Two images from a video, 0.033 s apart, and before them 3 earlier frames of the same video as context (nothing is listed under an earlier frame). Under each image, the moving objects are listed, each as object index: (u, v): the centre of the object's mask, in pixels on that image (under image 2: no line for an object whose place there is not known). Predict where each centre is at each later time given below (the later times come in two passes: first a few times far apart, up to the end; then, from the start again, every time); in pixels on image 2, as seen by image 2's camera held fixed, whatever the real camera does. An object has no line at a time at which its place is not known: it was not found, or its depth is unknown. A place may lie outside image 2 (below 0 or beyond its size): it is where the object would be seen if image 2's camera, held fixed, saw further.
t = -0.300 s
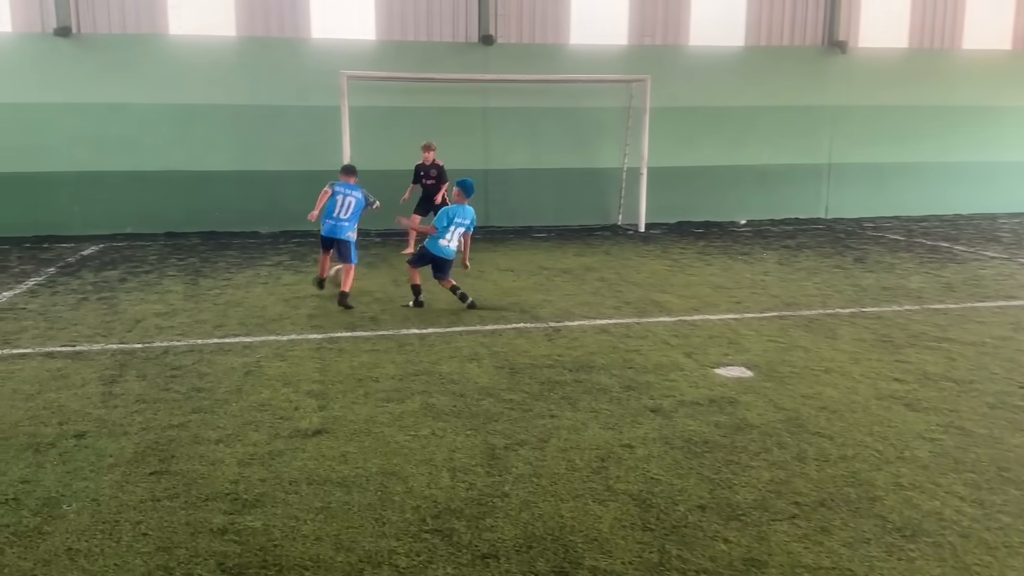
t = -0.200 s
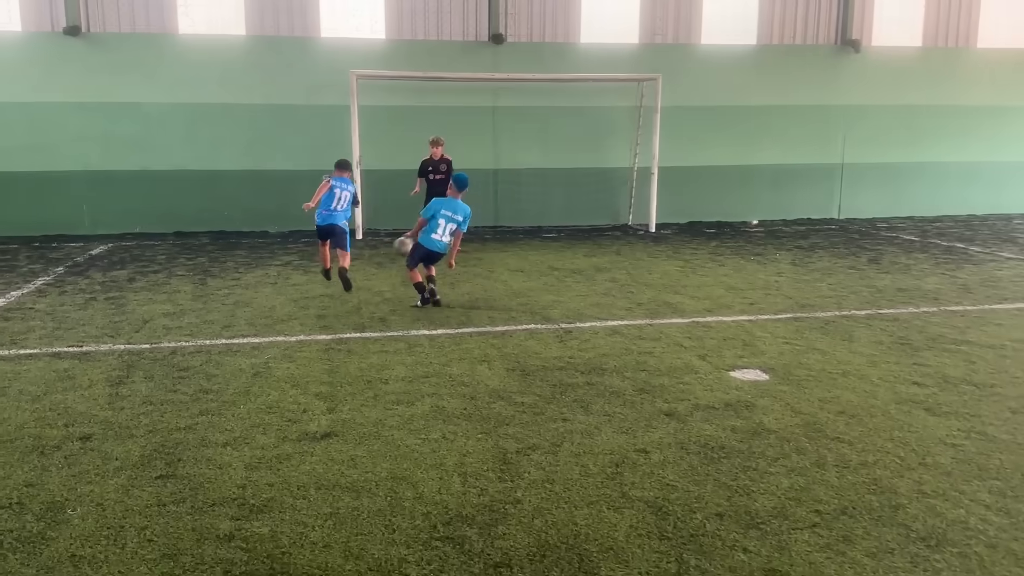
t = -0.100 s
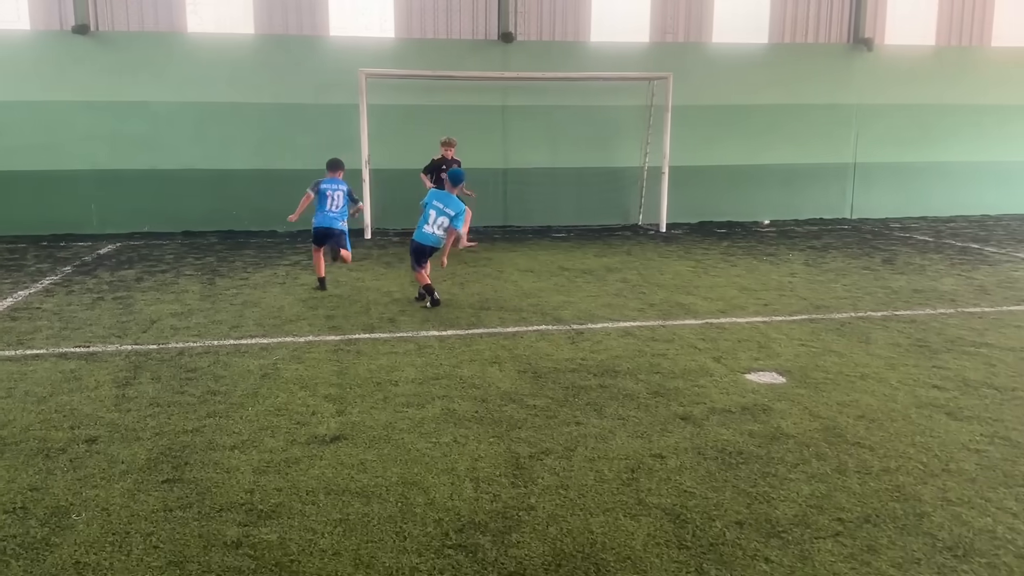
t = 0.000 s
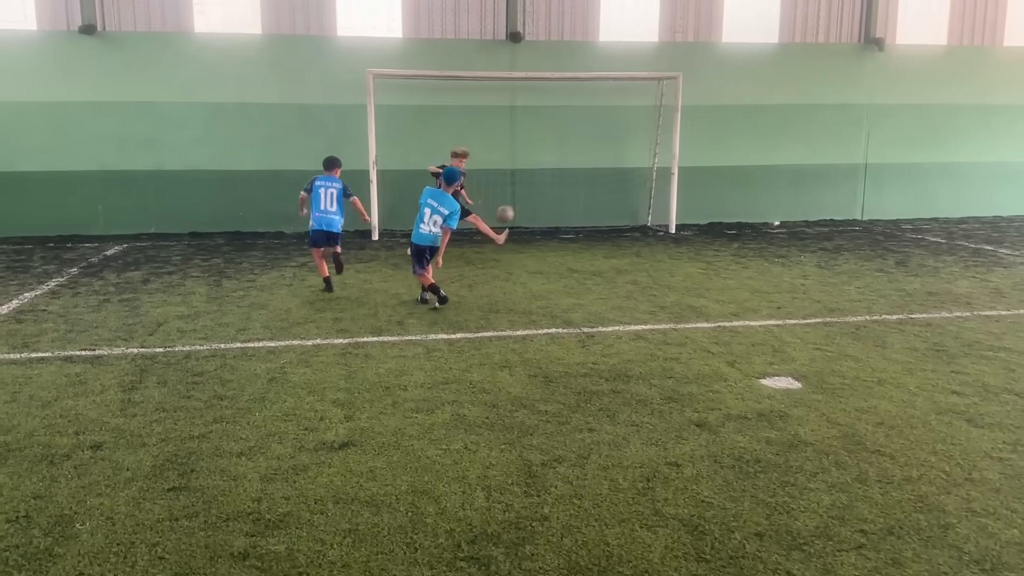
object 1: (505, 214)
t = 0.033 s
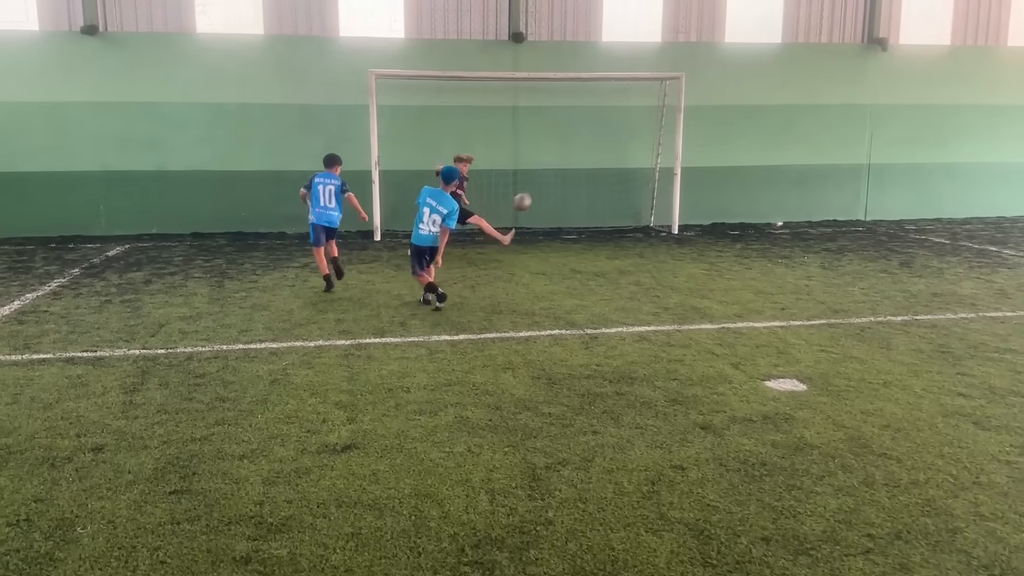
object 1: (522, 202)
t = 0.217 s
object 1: (605, 149)
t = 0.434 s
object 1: (699, 121)
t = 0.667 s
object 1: (797, 134)
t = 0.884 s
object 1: (880, 186)
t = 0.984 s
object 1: (914, 221)
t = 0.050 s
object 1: (530, 196)
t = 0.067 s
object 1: (537, 190)
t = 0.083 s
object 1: (545, 185)
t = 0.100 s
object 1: (552, 179)
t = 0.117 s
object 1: (559, 175)
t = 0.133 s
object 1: (568, 170)
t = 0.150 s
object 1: (575, 165)
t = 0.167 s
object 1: (582, 160)
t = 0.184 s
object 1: (590, 156)
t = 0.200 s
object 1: (598, 153)
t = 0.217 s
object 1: (605, 149)
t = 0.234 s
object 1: (612, 145)
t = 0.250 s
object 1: (620, 142)
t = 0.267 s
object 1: (628, 139)
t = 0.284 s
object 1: (634, 136)
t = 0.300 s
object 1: (642, 133)
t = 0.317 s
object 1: (649, 131)
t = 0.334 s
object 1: (656, 129)
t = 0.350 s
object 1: (663, 127)
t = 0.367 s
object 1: (671, 126)
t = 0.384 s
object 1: (678, 124)
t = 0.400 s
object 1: (685, 122)
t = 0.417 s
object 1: (693, 122)
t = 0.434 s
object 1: (699, 121)
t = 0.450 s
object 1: (706, 120)
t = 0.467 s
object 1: (713, 120)
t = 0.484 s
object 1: (720, 120)
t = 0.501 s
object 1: (728, 120)
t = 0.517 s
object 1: (735, 120)
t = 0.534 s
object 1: (742, 121)
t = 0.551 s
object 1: (749, 122)
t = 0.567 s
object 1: (756, 123)
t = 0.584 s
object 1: (763, 124)
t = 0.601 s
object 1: (769, 126)
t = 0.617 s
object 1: (777, 127)
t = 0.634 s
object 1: (783, 130)
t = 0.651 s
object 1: (790, 132)
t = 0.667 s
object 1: (797, 134)
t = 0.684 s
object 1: (803, 137)
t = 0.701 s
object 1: (810, 140)
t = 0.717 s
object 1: (816, 143)
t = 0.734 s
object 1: (823, 147)
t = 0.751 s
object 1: (830, 150)
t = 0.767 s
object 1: (835, 154)
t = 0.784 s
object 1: (843, 158)
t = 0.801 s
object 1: (849, 162)
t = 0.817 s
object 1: (855, 166)
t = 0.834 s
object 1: (861, 171)
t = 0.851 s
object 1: (868, 176)
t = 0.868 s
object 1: (873, 181)
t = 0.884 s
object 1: (880, 186)
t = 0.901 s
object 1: (886, 192)
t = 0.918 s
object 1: (891, 197)
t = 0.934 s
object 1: (897, 203)
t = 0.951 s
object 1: (904, 209)
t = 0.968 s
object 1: (909, 215)
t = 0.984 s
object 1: (914, 221)
